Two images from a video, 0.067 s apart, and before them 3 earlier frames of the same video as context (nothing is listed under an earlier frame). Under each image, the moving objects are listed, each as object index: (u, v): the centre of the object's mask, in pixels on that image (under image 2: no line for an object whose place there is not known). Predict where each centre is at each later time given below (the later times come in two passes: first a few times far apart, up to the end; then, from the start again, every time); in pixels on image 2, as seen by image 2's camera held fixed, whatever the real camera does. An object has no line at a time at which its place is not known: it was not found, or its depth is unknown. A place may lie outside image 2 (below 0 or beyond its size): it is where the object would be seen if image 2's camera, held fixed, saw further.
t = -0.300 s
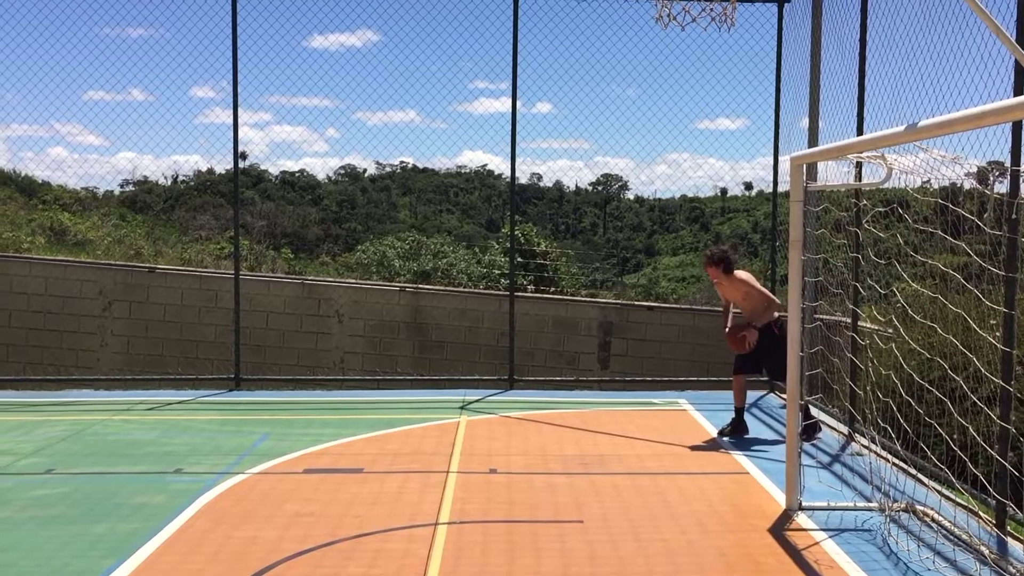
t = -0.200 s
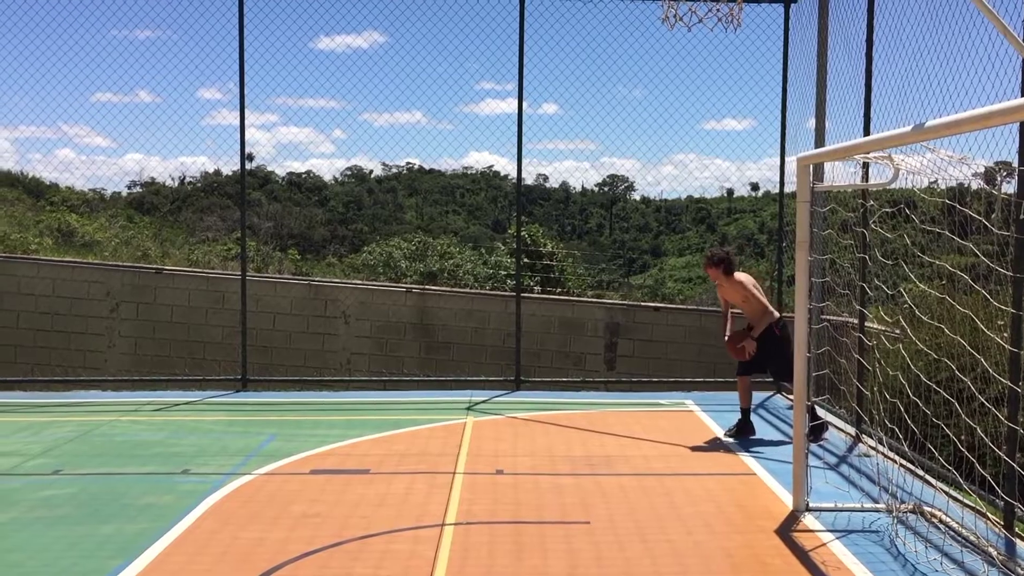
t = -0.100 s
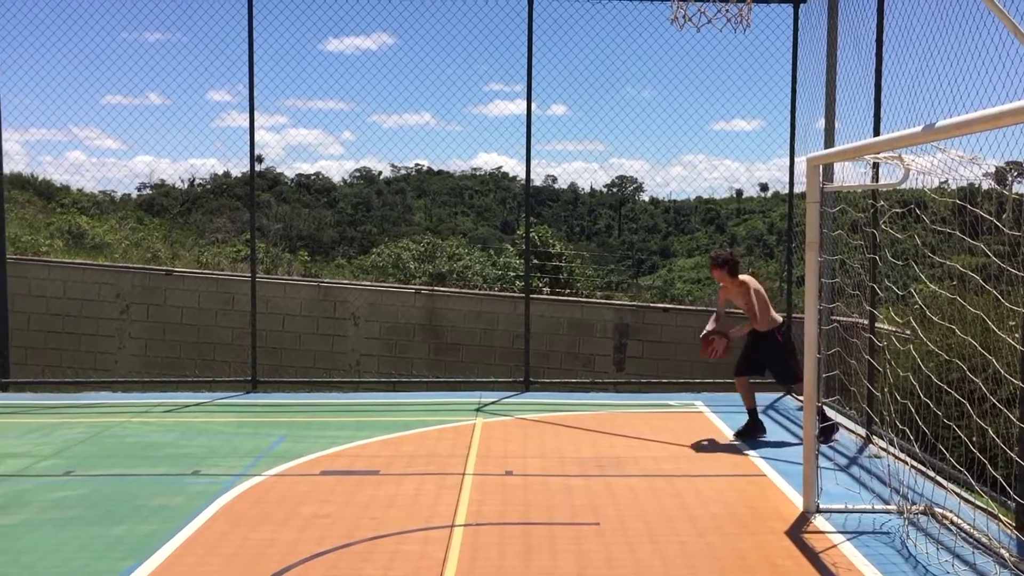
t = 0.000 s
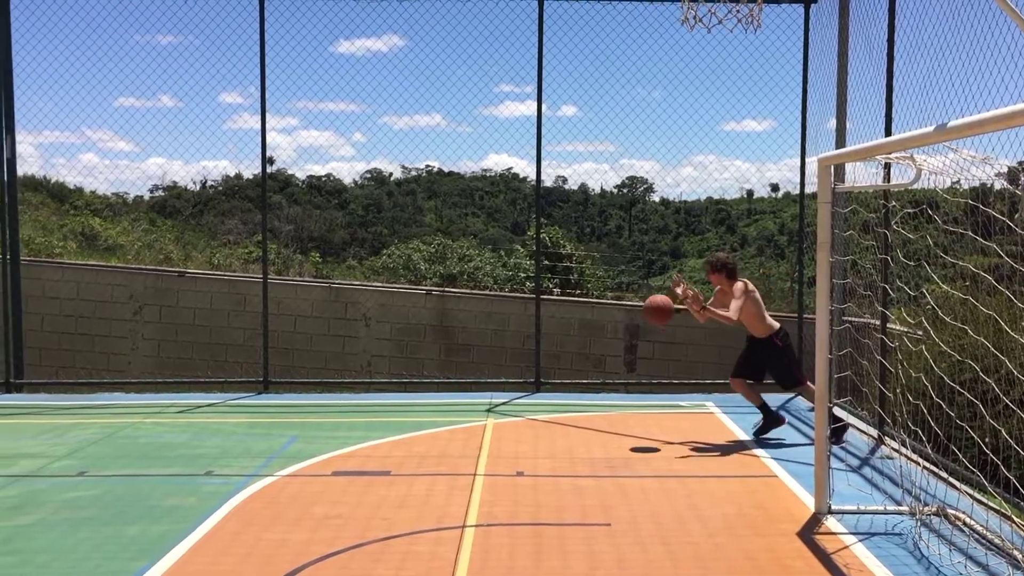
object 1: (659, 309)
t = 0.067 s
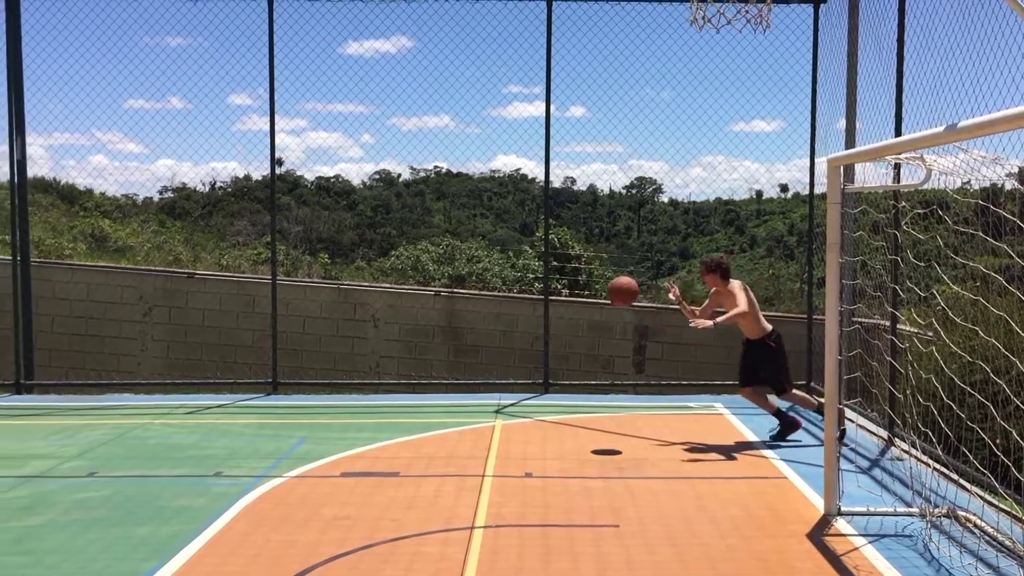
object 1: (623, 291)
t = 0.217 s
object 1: (523, 269)
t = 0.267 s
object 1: (490, 267)
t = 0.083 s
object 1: (612, 288)
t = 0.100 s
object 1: (601, 284)
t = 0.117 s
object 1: (591, 281)
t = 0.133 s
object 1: (578, 278)
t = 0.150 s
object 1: (568, 276)
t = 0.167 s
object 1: (556, 273)
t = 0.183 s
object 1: (546, 271)
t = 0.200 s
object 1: (534, 270)
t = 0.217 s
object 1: (523, 269)
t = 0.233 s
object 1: (512, 268)
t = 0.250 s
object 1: (501, 267)
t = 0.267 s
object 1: (490, 267)
